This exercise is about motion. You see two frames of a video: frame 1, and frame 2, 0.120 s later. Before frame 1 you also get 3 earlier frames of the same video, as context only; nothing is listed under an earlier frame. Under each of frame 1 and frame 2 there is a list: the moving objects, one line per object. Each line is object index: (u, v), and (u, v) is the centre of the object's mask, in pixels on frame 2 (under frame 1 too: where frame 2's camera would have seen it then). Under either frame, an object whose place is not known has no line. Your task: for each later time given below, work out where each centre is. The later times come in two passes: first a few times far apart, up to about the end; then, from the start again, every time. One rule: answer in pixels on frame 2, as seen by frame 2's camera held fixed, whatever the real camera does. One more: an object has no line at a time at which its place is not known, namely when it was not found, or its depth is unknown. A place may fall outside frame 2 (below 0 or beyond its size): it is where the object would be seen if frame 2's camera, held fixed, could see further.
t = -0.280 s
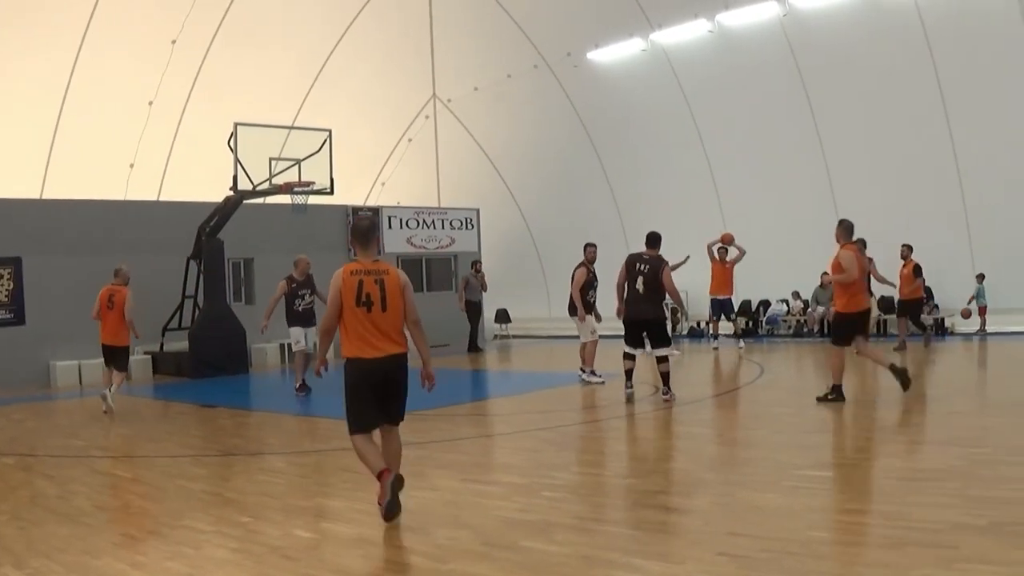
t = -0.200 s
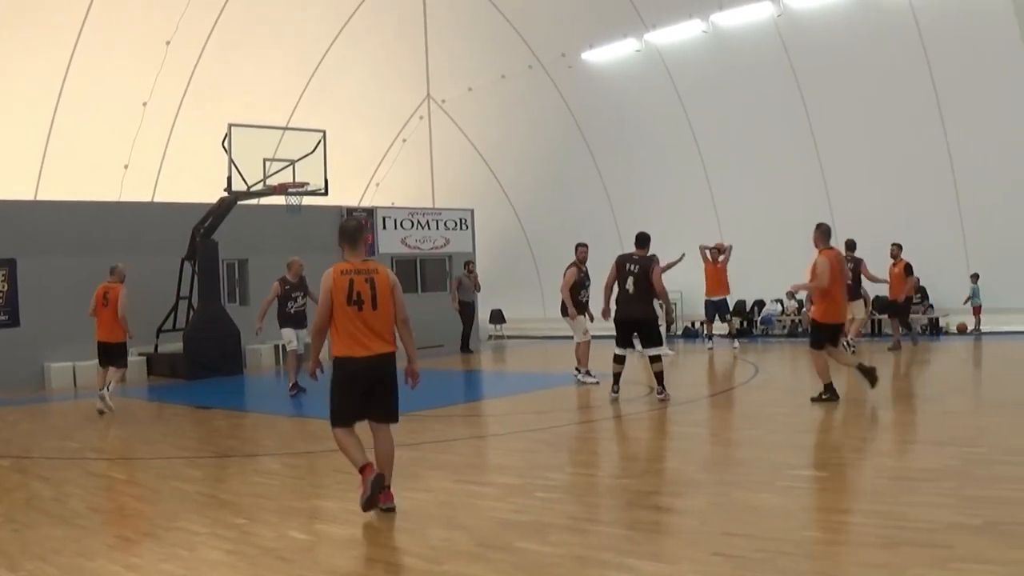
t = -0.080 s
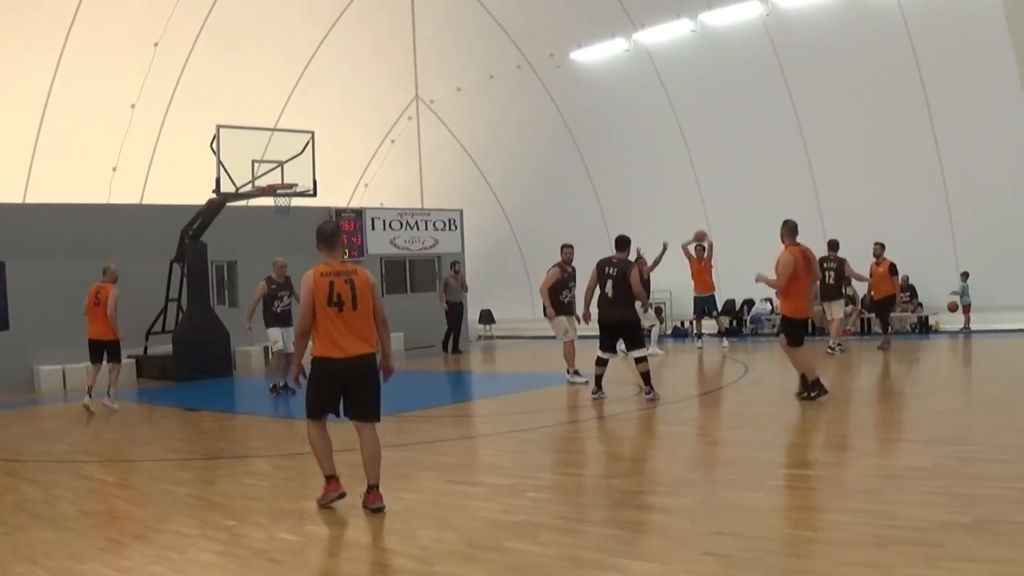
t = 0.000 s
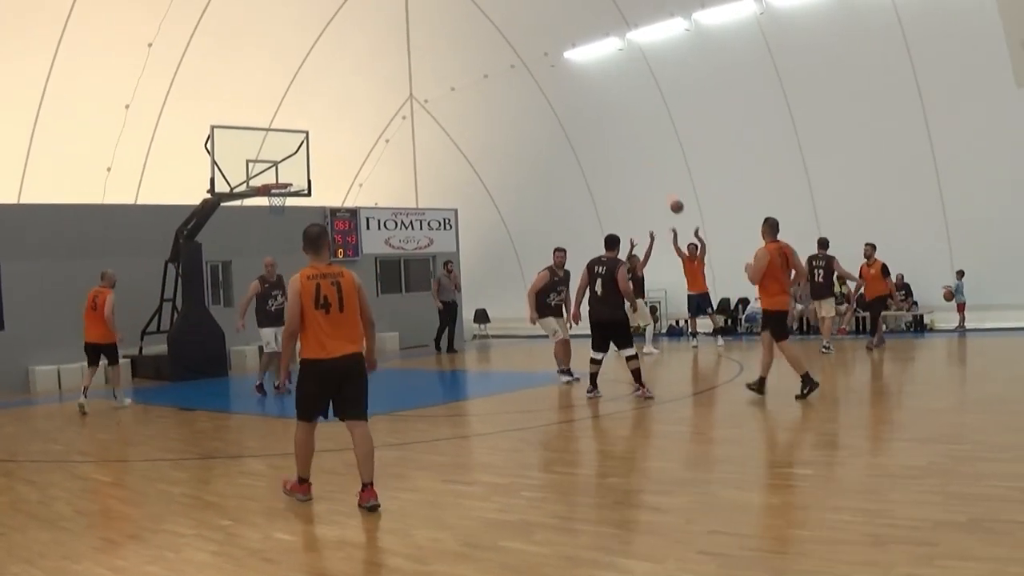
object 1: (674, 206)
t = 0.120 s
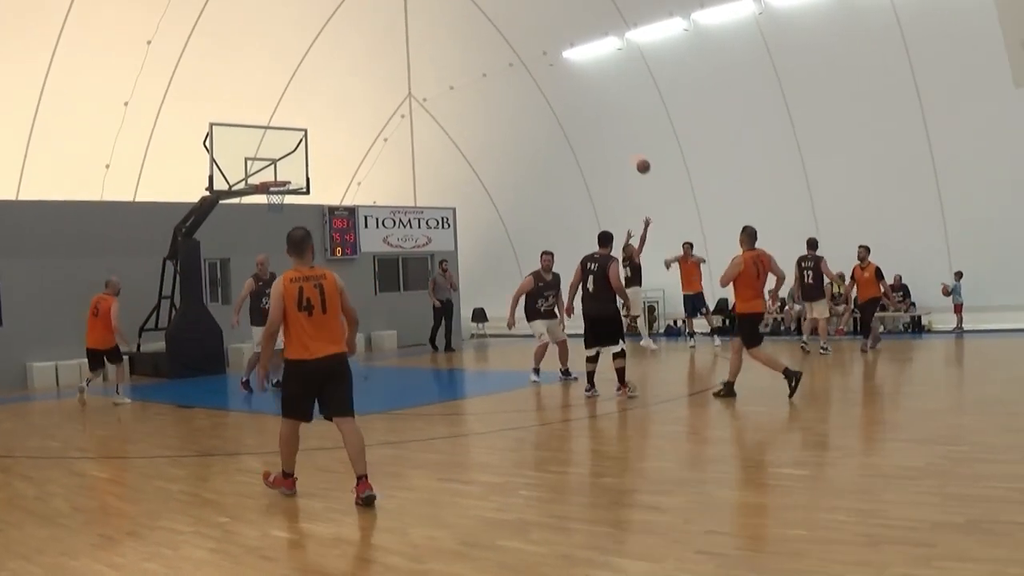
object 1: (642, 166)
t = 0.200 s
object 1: (619, 142)
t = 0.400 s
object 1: (554, 90)
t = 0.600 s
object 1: (474, 57)
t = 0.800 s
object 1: (375, 53)
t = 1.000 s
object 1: (248, 89)
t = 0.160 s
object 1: (631, 154)
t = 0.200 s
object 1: (619, 142)
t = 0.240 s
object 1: (607, 130)
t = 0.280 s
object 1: (594, 119)
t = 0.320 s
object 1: (582, 109)
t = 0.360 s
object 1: (569, 99)
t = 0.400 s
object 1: (554, 90)
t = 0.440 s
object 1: (539, 81)
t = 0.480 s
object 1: (524, 74)
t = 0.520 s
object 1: (508, 67)
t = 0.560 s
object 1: (490, 61)
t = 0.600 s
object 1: (474, 57)
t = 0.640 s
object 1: (455, 54)
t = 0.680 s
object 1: (436, 52)
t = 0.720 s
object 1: (417, 51)
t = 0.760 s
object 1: (396, 51)
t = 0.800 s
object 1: (375, 53)
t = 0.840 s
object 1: (352, 56)
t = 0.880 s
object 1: (328, 62)
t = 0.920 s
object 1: (302, 69)
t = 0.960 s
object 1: (276, 78)
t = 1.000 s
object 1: (248, 89)
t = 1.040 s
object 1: (219, 102)
